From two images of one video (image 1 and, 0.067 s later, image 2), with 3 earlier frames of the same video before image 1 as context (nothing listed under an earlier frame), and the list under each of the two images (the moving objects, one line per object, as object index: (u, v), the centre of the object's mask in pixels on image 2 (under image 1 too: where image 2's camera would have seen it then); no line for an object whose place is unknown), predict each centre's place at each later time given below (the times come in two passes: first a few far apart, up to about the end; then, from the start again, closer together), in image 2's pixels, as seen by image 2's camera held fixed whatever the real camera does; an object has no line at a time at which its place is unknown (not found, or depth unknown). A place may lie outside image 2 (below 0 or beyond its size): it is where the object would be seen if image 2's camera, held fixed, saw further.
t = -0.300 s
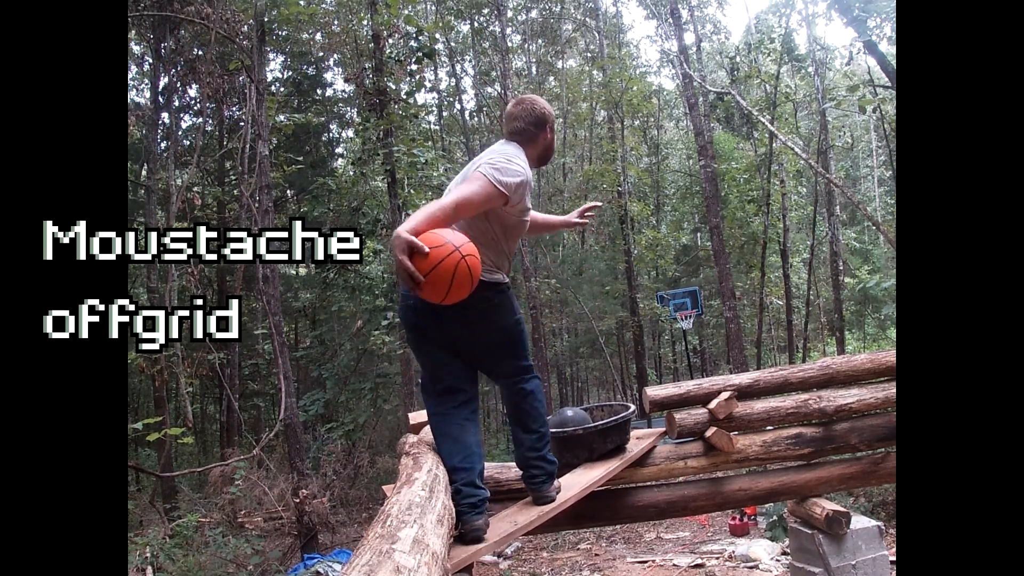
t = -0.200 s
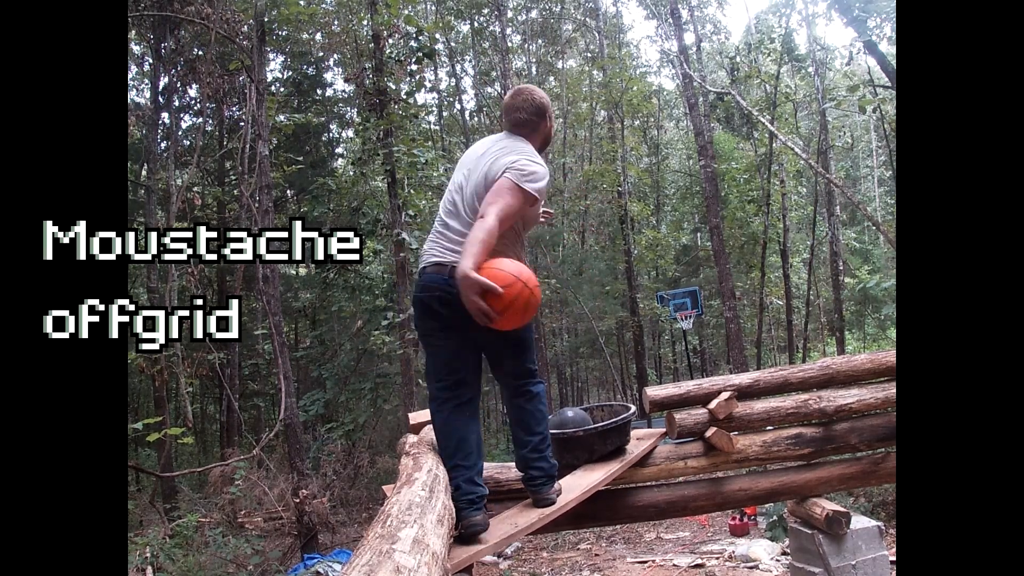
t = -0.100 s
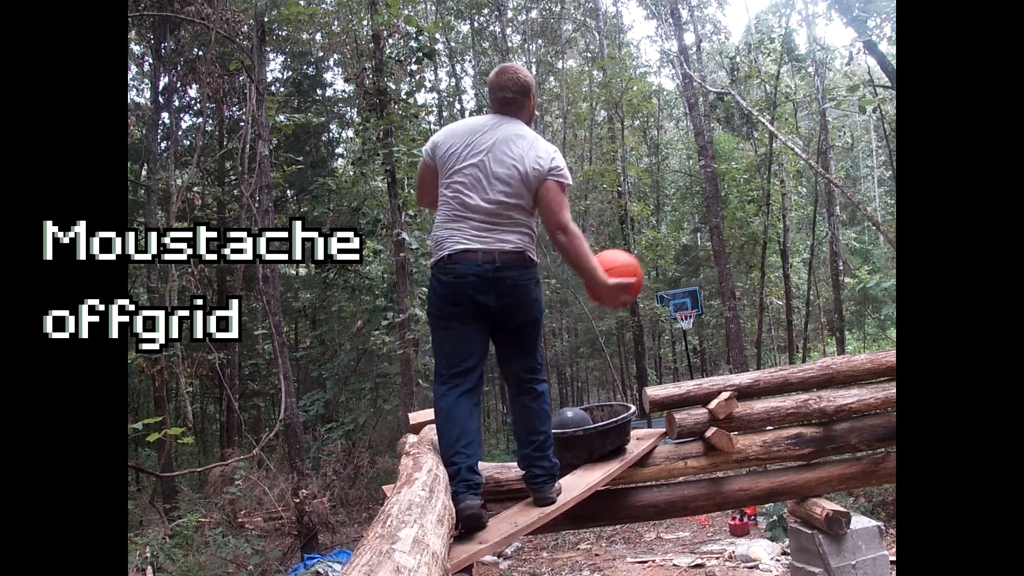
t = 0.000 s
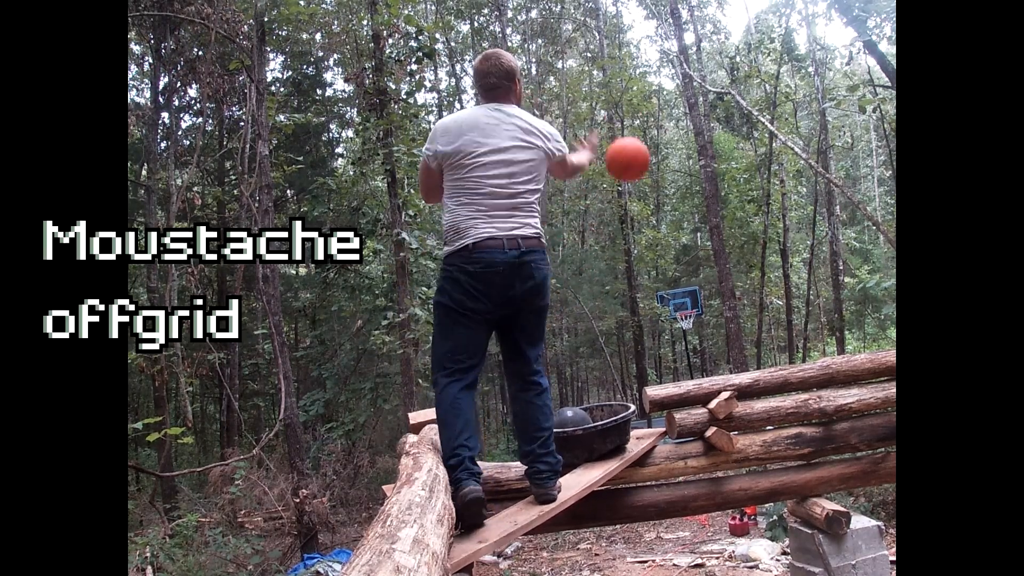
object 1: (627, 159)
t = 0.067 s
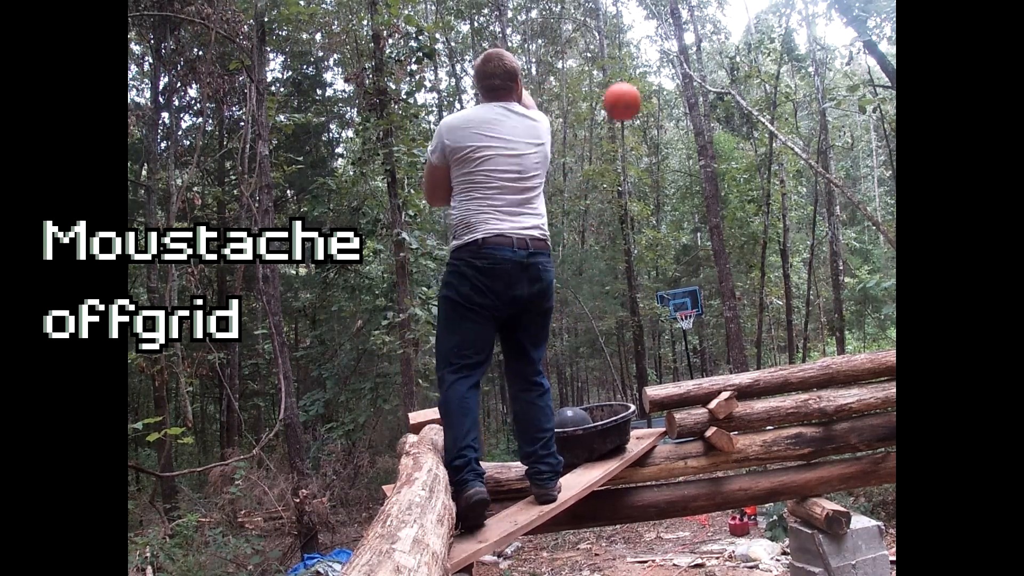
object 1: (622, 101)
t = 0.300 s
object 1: (619, 29)
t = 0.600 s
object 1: (631, 44)
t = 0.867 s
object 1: (643, 95)
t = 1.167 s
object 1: (658, 175)
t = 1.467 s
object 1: (672, 269)
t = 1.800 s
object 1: (693, 338)
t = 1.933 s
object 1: (703, 371)
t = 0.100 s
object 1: (621, 82)
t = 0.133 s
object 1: (620, 66)
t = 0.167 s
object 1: (619, 54)
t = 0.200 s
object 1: (619, 44)
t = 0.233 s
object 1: (618, 37)
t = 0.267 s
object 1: (619, 32)
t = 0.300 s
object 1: (619, 29)
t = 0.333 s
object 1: (620, 27)
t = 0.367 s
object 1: (621, 26)
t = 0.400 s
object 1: (622, 26)
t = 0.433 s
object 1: (623, 27)
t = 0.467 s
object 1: (624, 29)
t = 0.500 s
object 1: (626, 32)
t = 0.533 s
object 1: (628, 35)
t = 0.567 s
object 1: (629, 40)
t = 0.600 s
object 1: (631, 44)
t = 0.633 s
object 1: (632, 49)
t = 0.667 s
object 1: (633, 54)
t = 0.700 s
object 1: (635, 60)
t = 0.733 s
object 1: (637, 67)
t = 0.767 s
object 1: (638, 73)
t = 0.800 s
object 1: (640, 81)
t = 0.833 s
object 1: (642, 87)
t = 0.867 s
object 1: (643, 95)
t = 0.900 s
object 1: (645, 103)
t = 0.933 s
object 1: (646, 111)
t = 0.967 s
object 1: (648, 120)
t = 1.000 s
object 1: (650, 128)
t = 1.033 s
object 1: (652, 137)
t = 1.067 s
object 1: (653, 146)
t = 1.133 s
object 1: (656, 165)
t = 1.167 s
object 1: (658, 175)
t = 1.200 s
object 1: (660, 185)
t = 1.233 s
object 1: (661, 195)
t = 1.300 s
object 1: (664, 215)
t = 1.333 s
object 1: (666, 226)
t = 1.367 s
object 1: (668, 235)
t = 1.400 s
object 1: (669, 248)
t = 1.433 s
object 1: (672, 258)
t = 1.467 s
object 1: (672, 269)
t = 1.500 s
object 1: (674, 281)
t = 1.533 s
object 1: (676, 293)
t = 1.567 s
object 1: (678, 297)
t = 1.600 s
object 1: (680, 302)
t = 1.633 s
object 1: (682, 307)
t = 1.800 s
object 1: (693, 338)
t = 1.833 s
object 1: (696, 345)
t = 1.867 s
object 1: (698, 353)
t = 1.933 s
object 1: (703, 371)
